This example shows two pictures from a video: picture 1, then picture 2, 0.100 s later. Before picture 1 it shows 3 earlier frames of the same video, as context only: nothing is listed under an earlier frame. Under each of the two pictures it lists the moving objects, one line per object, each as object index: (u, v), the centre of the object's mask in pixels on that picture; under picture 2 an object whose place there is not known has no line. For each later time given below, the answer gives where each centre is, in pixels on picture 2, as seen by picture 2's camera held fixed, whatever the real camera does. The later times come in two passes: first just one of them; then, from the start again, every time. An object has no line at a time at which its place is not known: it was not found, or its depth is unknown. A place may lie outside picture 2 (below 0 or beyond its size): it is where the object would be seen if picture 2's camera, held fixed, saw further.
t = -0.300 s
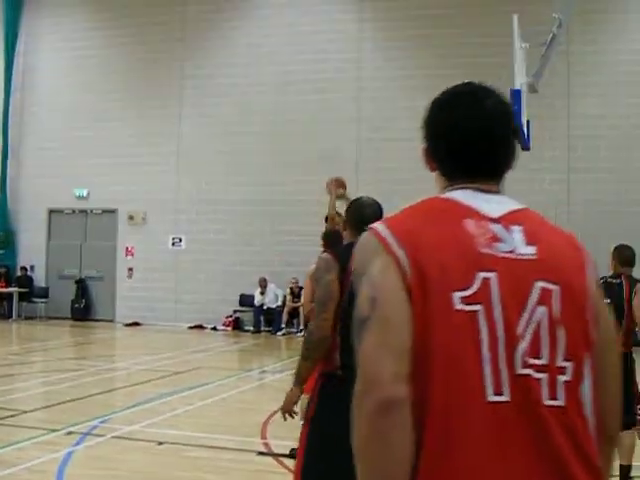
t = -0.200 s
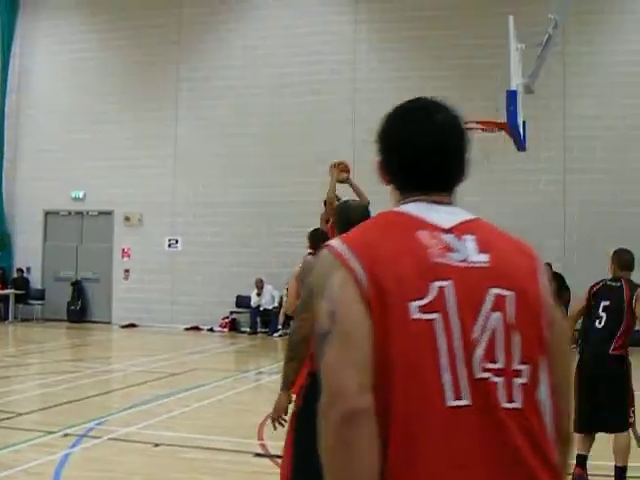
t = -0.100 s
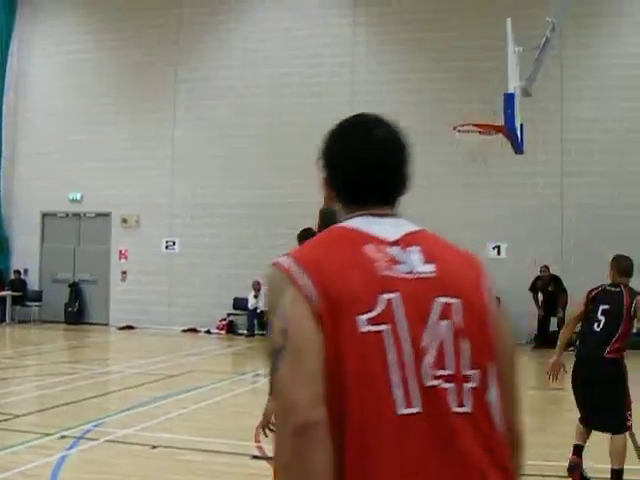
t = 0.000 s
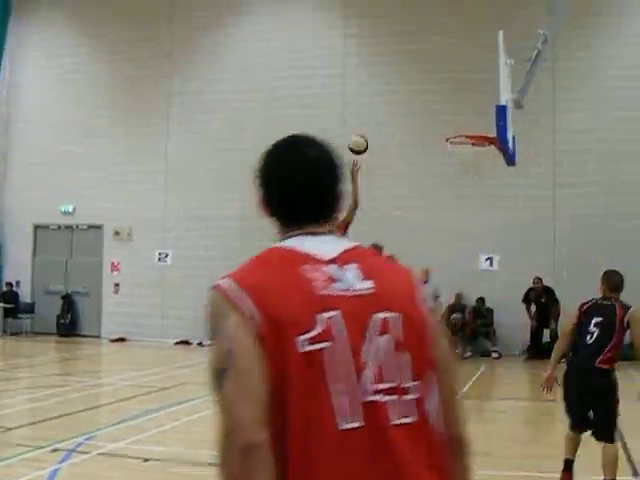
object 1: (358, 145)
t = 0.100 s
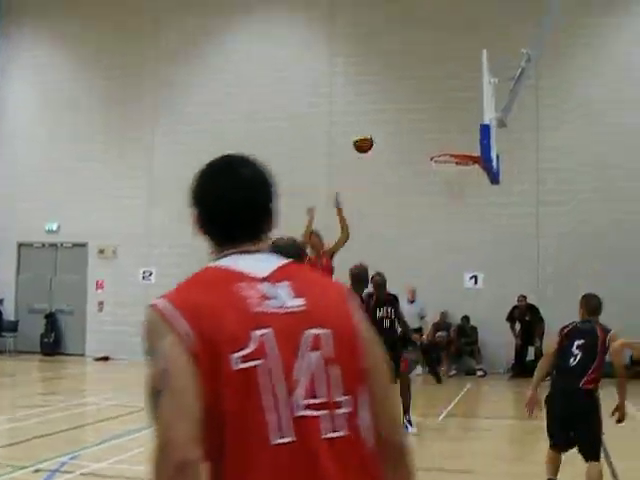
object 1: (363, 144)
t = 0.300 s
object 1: (401, 127)
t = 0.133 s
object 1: (370, 138)
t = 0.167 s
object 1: (376, 133)
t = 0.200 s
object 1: (382, 130)
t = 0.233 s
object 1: (388, 128)
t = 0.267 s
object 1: (394, 126)
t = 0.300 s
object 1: (401, 127)
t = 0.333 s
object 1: (406, 128)
